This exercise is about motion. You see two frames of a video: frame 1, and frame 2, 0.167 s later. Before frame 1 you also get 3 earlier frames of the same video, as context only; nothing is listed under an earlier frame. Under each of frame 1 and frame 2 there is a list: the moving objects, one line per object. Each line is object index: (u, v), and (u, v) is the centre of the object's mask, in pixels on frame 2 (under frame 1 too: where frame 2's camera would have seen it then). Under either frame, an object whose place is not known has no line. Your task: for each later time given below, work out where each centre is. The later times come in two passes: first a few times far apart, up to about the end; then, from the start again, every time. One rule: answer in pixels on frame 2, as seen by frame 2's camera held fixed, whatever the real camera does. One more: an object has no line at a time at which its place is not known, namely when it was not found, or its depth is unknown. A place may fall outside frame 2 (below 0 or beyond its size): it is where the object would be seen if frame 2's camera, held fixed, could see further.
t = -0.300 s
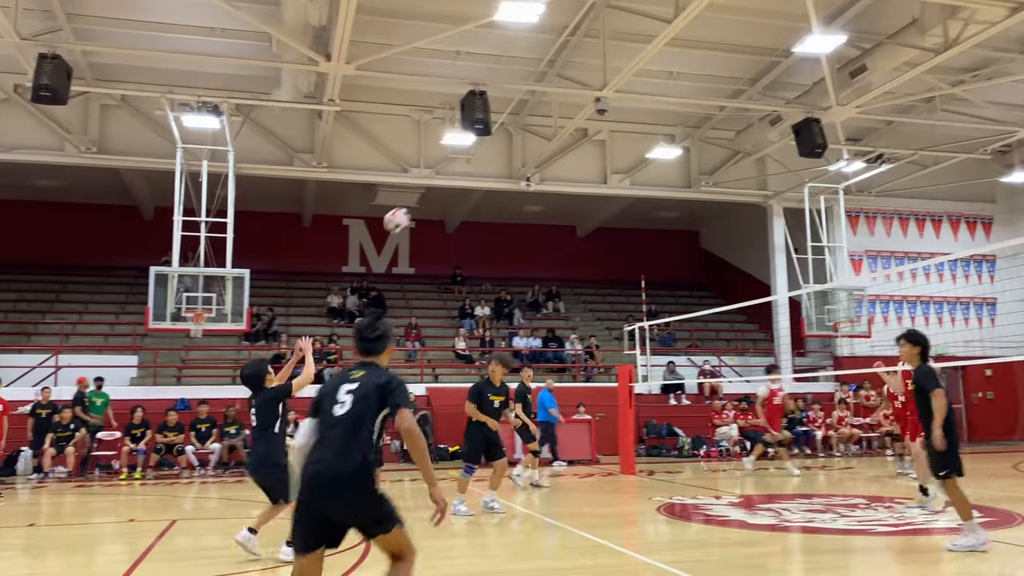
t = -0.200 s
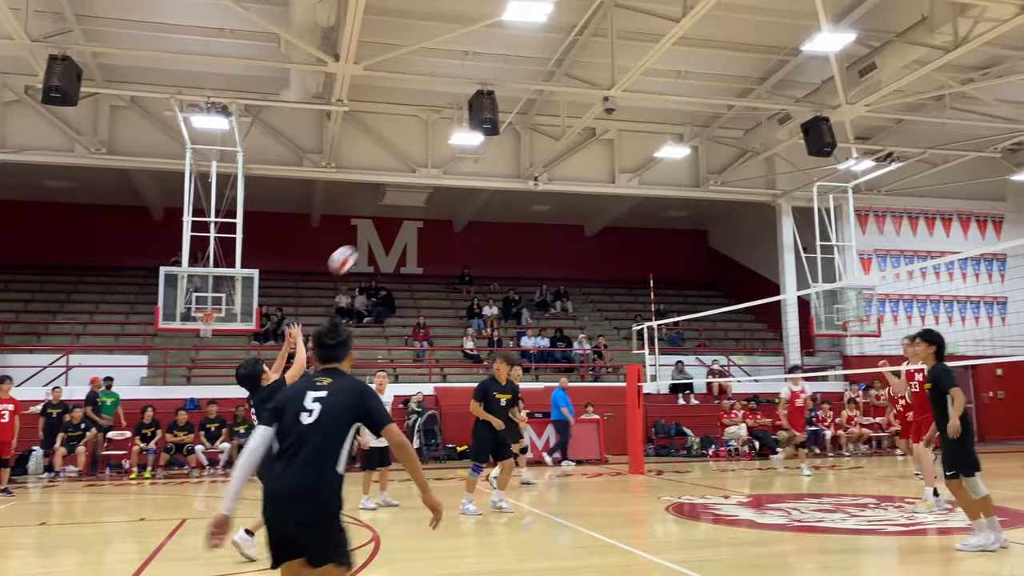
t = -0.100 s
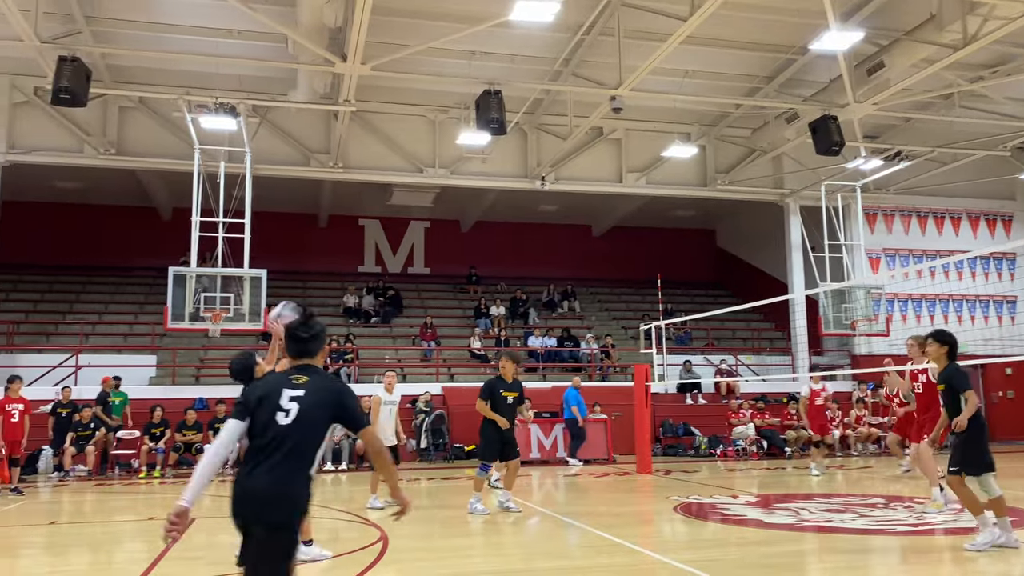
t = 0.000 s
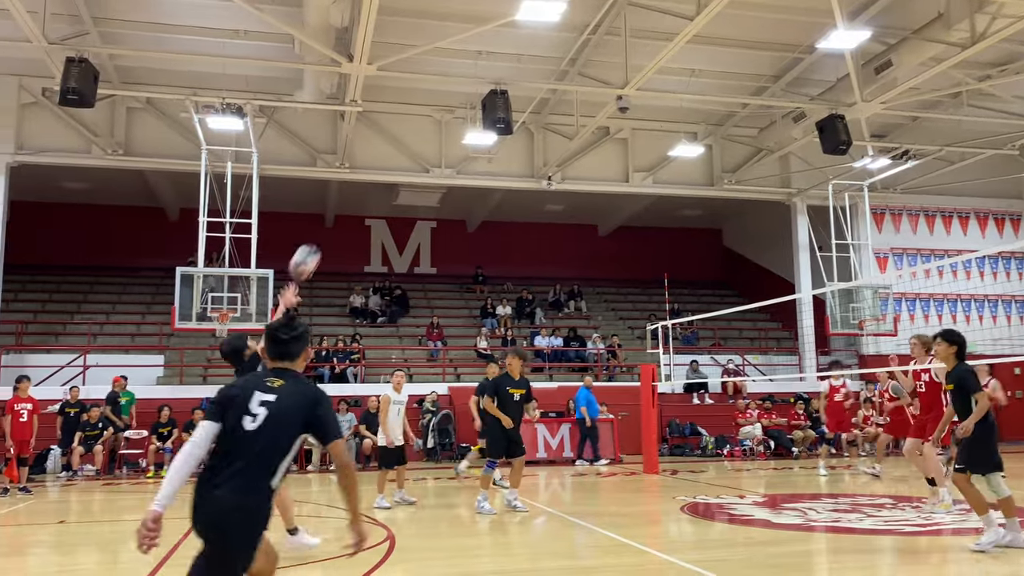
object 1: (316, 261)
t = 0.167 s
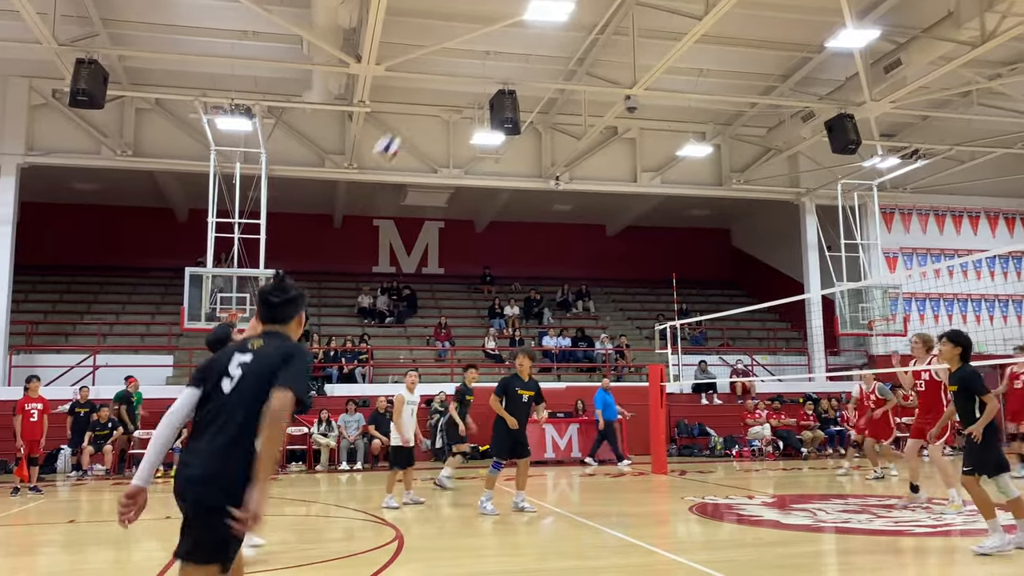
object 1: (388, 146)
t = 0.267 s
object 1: (429, 97)
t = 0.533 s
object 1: (533, 30)
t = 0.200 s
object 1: (403, 128)
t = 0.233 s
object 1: (416, 113)
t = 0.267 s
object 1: (429, 97)
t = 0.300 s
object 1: (443, 85)
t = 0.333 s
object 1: (456, 73)
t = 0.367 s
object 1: (469, 63)
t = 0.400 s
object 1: (482, 53)
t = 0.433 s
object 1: (495, 45)
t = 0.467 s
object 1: (508, 38)
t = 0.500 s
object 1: (521, 33)
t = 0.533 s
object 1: (533, 30)
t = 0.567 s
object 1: (546, 26)
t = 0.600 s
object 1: (559, 23)
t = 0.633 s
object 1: (572, 22)
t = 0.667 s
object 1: (583, 21)
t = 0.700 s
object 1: (595, 22)
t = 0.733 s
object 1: (605, 25)
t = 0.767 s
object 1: (618, 30)
